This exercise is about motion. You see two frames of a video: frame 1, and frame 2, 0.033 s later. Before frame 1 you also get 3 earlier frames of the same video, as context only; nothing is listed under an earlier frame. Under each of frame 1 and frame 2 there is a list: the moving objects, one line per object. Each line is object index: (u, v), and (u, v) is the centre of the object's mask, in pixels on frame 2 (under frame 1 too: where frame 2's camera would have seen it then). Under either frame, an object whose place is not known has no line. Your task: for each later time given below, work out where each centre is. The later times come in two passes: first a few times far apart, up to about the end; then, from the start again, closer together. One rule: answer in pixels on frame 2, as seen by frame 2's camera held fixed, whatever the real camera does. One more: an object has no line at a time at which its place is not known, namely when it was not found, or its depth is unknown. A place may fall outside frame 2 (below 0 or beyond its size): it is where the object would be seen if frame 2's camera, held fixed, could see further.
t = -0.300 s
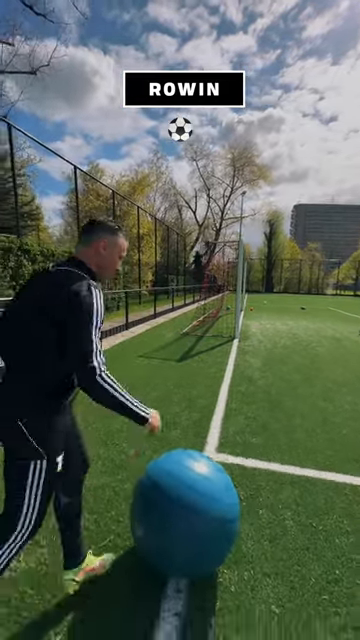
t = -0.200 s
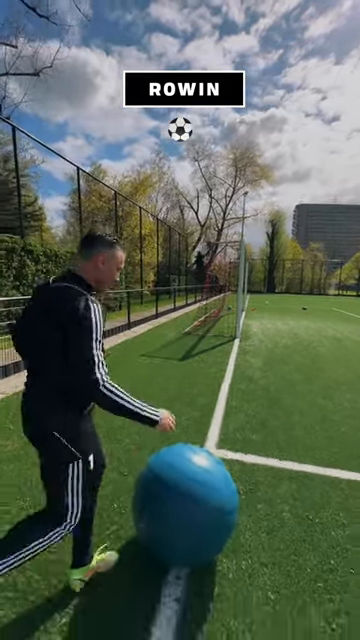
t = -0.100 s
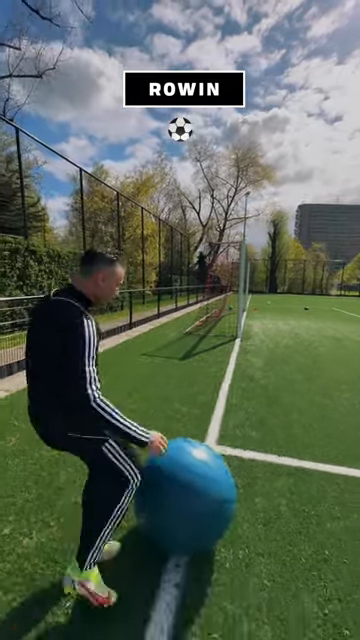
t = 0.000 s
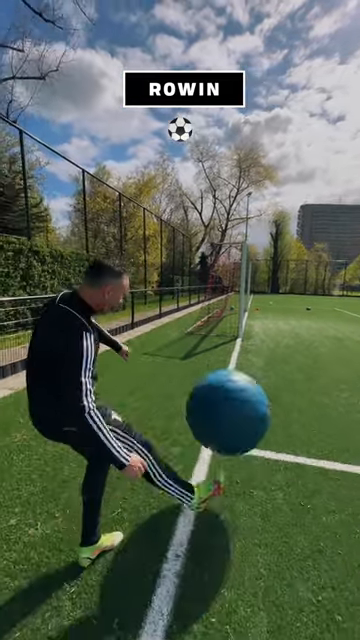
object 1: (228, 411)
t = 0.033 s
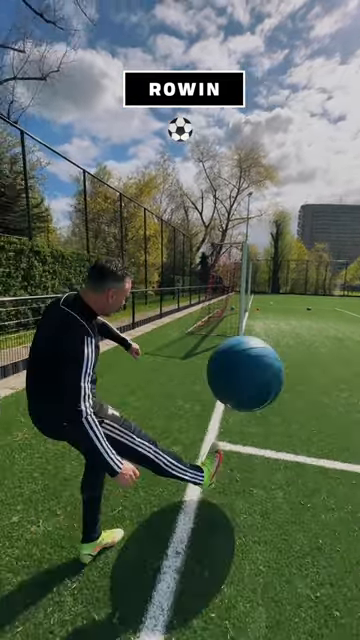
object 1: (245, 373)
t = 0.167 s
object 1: (289, 281)
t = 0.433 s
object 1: (324, 225)
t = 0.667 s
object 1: (332, 229)
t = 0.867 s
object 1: (333, 249)
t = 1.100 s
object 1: (334, 279)
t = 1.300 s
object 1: (335, 310)
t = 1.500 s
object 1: (334, 303)
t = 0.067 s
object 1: (260, 343)
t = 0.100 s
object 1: (271, 318)
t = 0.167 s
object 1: (289, 281)
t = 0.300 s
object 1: (308, 242)
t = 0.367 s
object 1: (318, 230)
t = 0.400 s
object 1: (321, 227)
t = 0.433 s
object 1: (324, 225)
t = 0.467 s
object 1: (325, 224)
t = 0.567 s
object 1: (328, 225)
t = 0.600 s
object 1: (330, 226)
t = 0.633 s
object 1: (331, 228)
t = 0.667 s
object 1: (332, 229)
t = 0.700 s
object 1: (333, 232)
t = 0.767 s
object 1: (334, 238)
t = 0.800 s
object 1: (335, 241)
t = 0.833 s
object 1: (333, 246)
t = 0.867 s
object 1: (333, 249)
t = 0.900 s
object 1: (335, 252)
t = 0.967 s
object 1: (336, 262)
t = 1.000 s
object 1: (335, 266)
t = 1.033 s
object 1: (335, 270)
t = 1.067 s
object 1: (335, 275)
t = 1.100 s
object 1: (334, 279)
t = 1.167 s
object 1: (335, 289)
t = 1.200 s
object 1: (334, 294)
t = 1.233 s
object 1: (334, 299)
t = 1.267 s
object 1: (334, 305)
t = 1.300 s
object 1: (335, 310)
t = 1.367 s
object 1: (335, 321)
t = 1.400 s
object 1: (334, 319)
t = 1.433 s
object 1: (334, 313)
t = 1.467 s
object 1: (334, 307)
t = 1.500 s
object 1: (334, 303)
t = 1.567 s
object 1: (334, 295)
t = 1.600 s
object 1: (333, 291)
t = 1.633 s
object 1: (333, 289)
